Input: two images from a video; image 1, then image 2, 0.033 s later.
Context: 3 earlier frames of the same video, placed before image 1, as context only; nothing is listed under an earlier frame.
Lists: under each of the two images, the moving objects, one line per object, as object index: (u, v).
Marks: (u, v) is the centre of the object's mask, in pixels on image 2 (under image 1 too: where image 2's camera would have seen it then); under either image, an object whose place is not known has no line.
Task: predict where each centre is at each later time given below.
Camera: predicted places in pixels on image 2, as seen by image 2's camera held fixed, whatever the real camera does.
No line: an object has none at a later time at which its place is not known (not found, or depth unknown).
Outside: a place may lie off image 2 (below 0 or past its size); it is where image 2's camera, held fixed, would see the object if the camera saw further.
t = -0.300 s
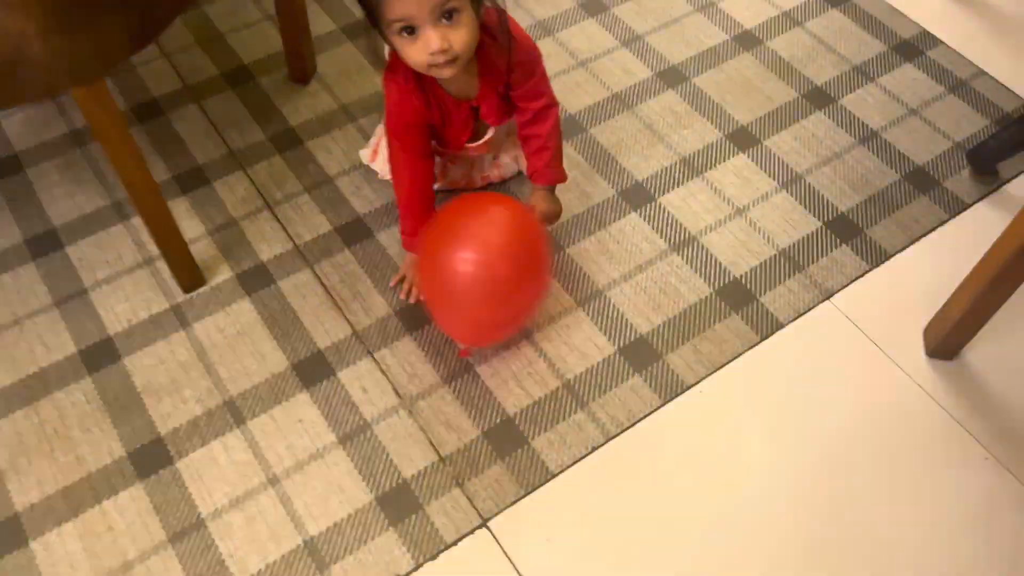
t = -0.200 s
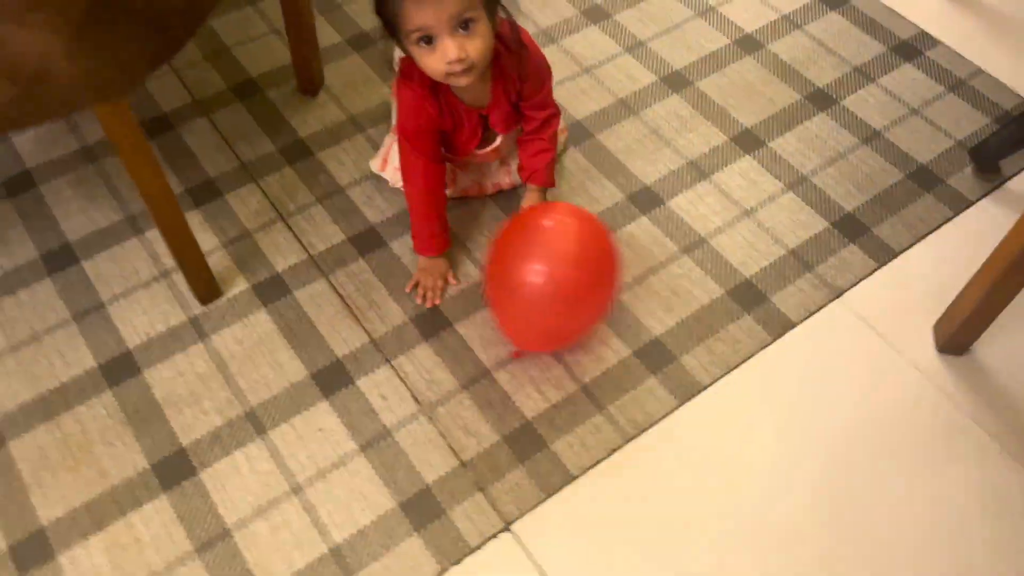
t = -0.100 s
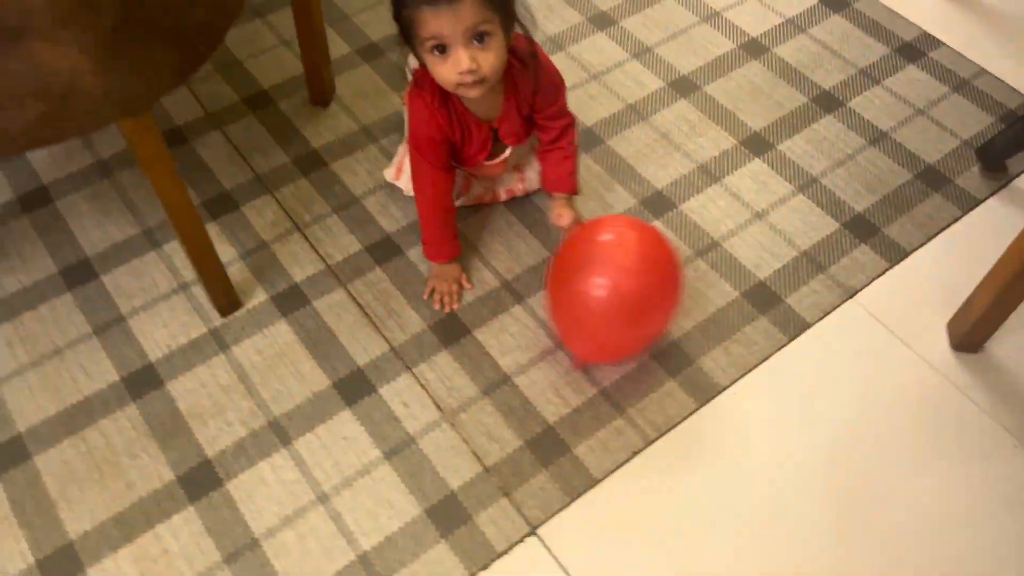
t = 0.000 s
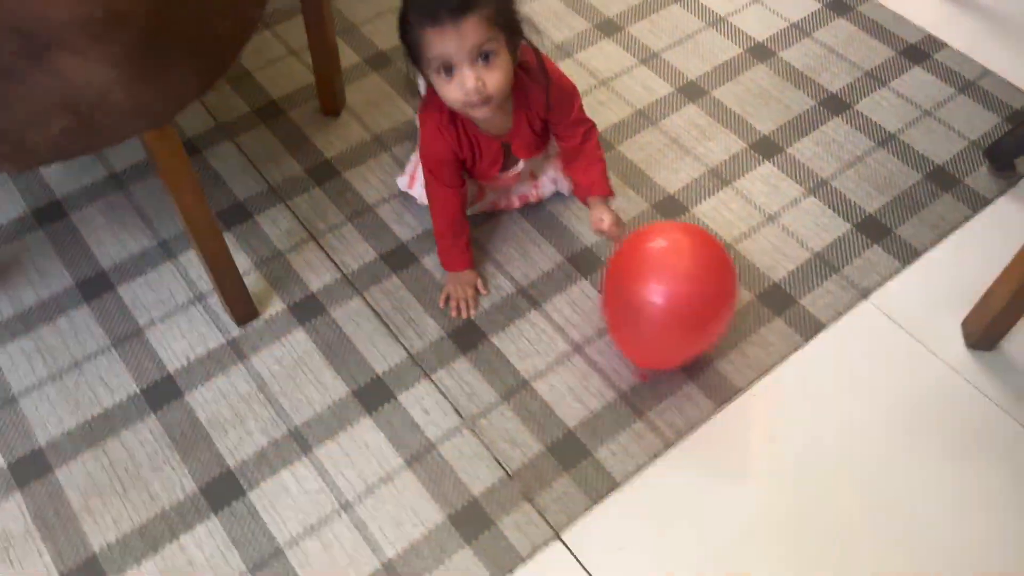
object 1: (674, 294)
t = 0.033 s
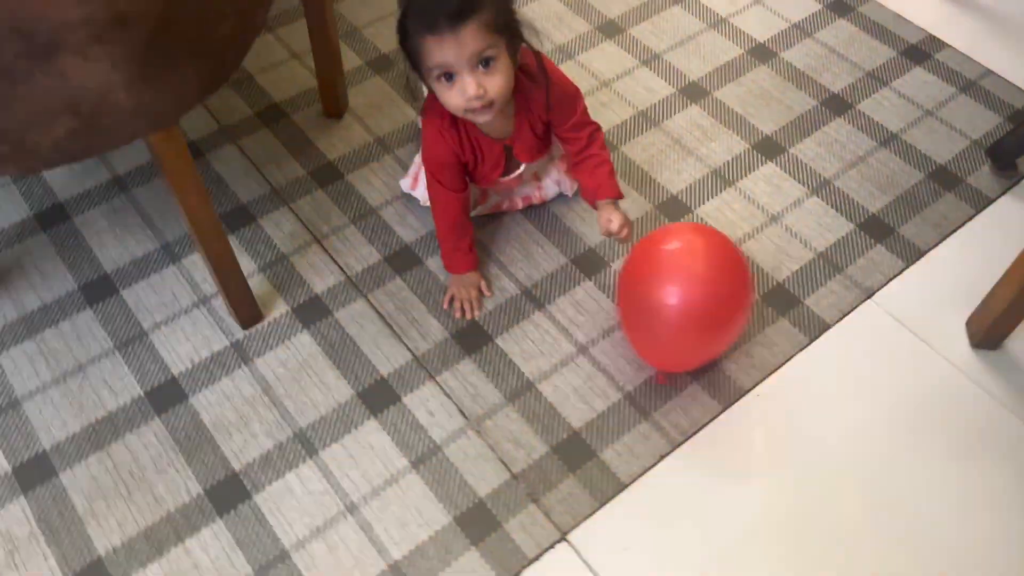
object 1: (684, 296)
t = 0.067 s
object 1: (693, 298)
